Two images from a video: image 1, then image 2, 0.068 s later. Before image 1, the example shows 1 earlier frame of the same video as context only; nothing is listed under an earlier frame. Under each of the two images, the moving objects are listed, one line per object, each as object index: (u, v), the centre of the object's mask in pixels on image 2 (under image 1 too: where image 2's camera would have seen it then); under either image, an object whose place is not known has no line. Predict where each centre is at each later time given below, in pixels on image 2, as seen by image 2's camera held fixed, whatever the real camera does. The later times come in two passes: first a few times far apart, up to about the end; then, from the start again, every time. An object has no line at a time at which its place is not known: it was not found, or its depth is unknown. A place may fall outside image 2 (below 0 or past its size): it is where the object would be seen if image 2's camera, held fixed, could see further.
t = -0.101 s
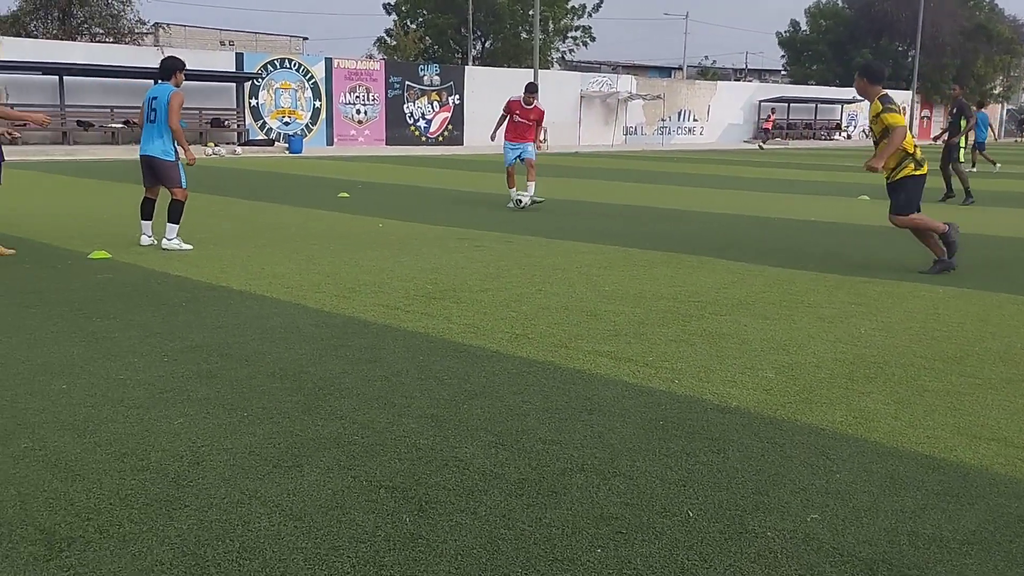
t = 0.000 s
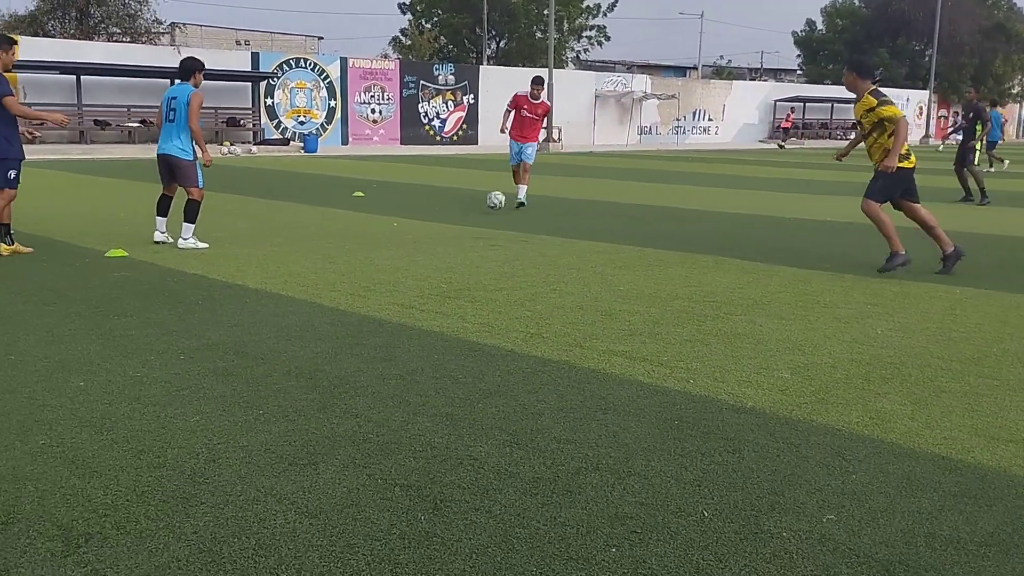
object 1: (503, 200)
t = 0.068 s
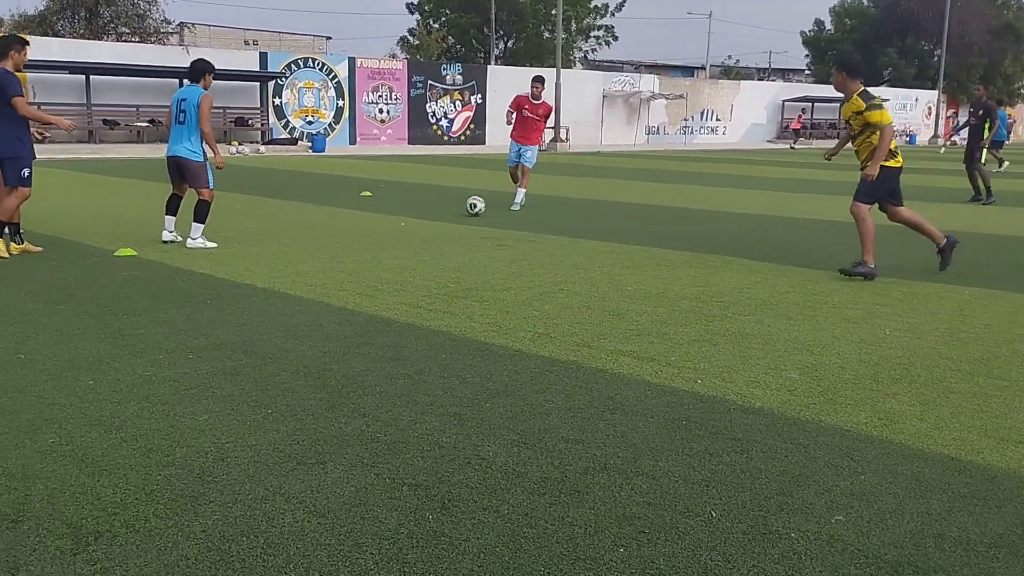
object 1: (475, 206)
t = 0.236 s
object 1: (410, 208)
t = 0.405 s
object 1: (340, 212)
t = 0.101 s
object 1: (461, 207)
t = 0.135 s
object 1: (449, 206)
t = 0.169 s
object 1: (436, 206)
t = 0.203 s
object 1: (423, 206)
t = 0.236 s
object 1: (410, 208)
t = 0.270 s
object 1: (396, 211)
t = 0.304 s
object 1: (382, 212)
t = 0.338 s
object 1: (369, 211)
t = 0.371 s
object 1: (355, 211)
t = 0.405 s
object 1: (340, 212)
